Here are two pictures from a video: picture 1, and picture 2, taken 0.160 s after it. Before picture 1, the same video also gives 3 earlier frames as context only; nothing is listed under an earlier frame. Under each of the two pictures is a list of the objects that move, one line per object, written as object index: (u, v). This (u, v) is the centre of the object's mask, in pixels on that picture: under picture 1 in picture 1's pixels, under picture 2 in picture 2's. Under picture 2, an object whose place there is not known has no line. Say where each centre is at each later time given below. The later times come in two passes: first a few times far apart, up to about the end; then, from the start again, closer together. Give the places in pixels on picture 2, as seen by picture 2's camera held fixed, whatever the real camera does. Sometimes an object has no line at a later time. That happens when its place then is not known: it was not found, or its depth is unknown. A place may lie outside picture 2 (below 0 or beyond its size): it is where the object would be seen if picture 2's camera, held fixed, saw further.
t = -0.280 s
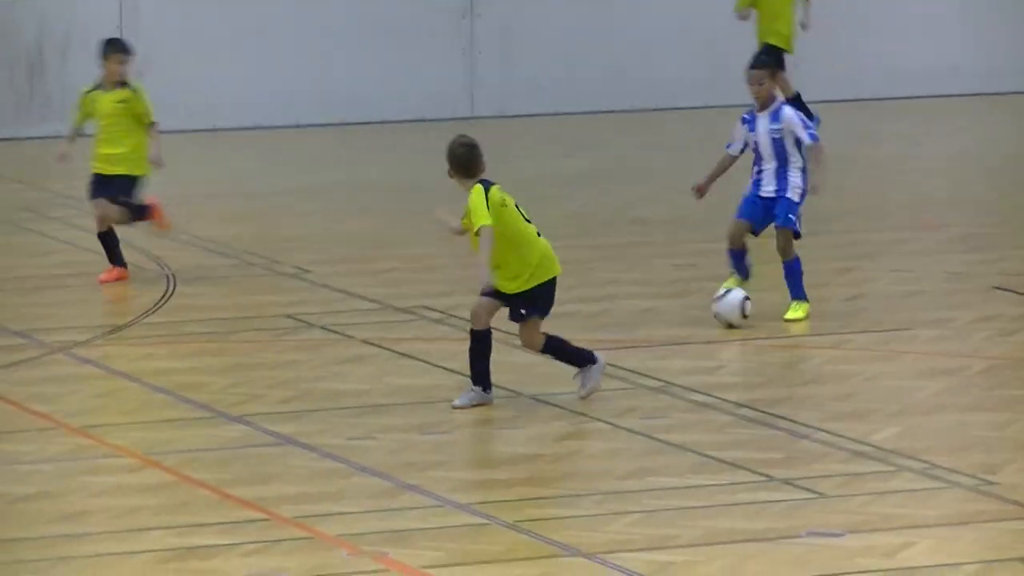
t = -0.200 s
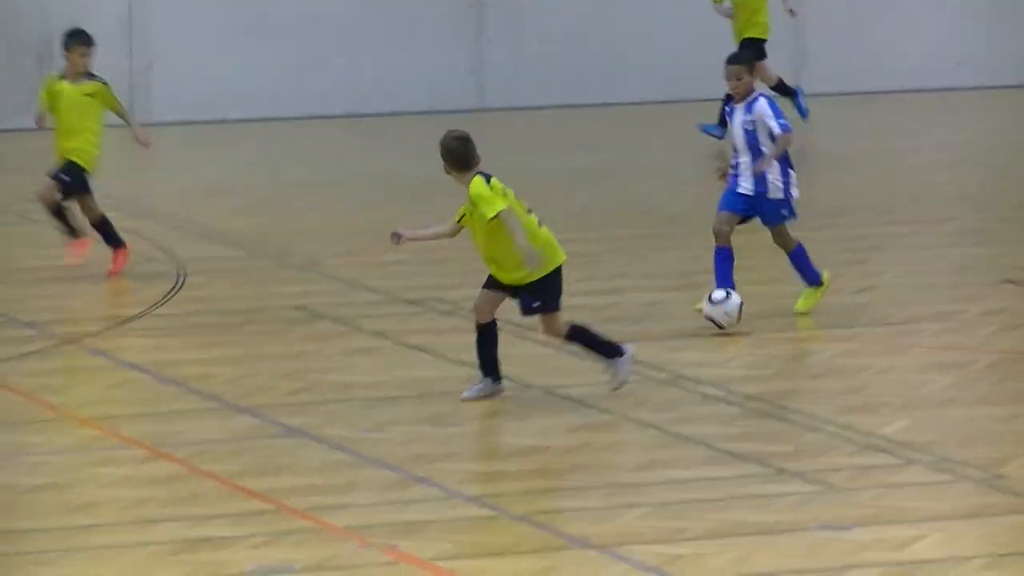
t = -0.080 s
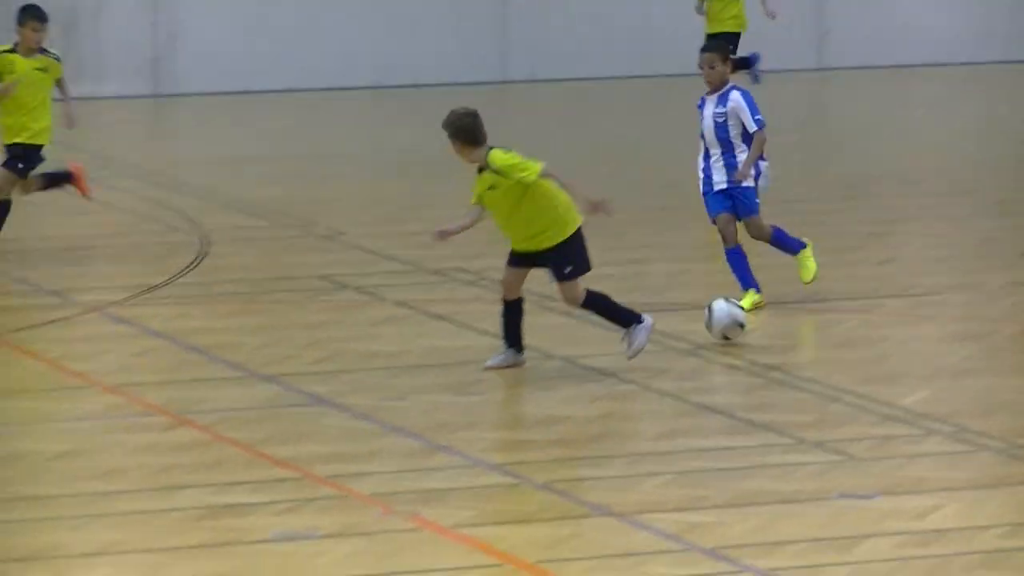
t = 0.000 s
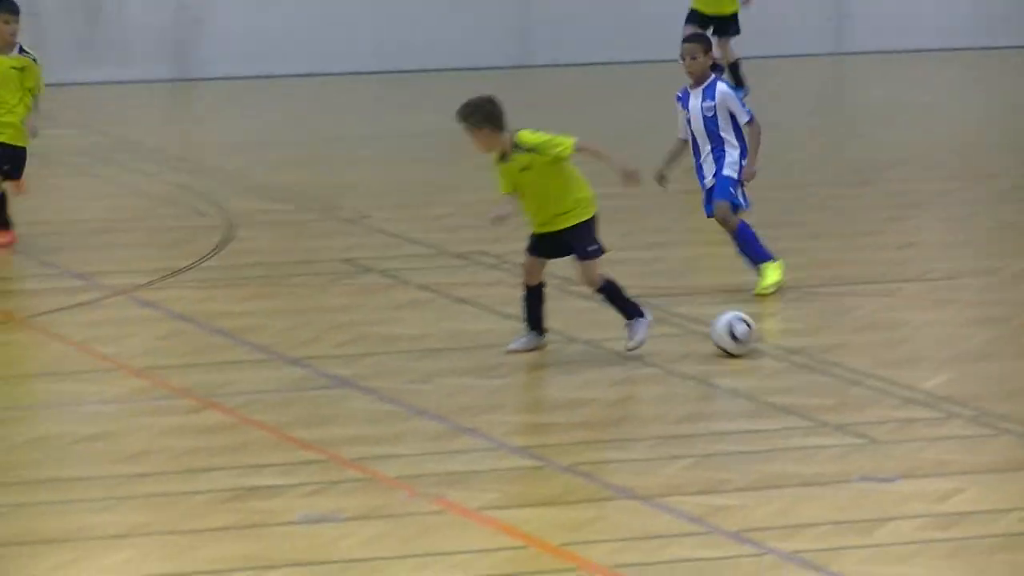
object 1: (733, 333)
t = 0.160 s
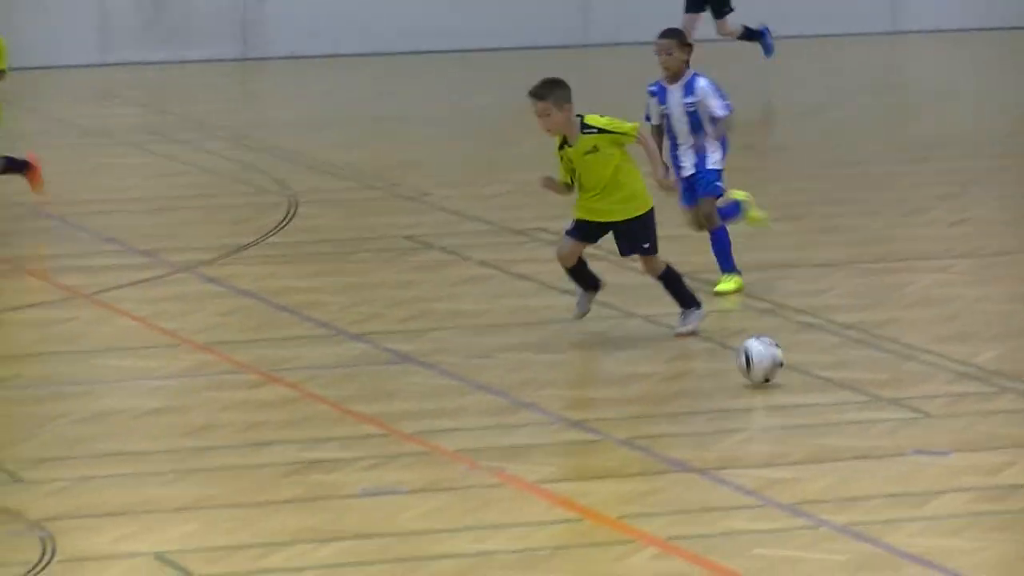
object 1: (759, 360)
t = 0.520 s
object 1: (685, 490)
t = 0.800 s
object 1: (633, 595)
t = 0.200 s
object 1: (752, 372)
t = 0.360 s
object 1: (720, 431)
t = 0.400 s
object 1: (711, 444)
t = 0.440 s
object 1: (704, 457)
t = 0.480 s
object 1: (694, 474)
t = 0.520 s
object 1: (685, 490)
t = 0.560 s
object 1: (678, 502)
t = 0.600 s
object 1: (671, 513)
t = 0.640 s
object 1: (662, 532)
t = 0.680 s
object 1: (657, 548)
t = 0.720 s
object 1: (648, 557)
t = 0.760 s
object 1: (641, 576)
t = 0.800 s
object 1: (633, 595)
